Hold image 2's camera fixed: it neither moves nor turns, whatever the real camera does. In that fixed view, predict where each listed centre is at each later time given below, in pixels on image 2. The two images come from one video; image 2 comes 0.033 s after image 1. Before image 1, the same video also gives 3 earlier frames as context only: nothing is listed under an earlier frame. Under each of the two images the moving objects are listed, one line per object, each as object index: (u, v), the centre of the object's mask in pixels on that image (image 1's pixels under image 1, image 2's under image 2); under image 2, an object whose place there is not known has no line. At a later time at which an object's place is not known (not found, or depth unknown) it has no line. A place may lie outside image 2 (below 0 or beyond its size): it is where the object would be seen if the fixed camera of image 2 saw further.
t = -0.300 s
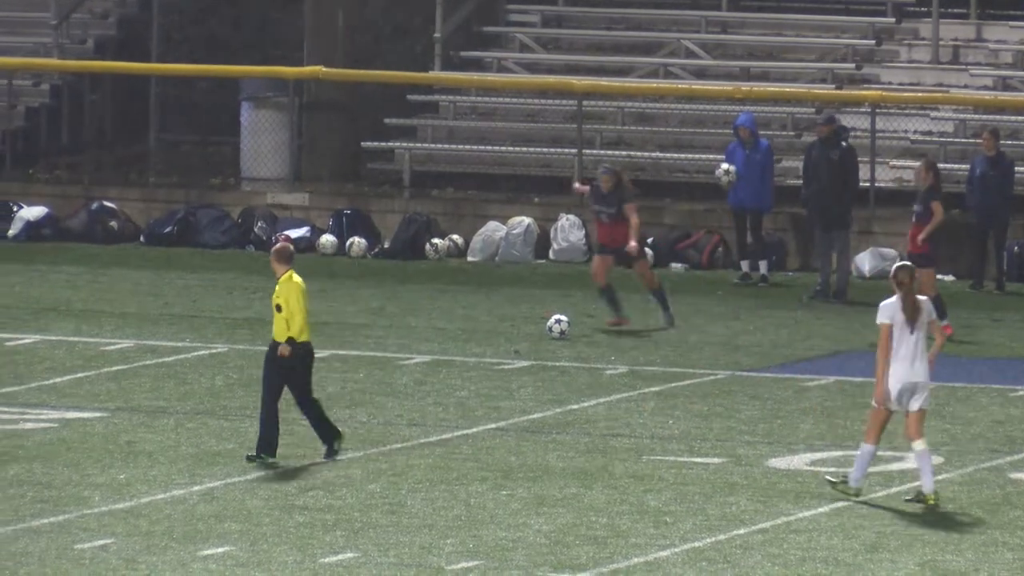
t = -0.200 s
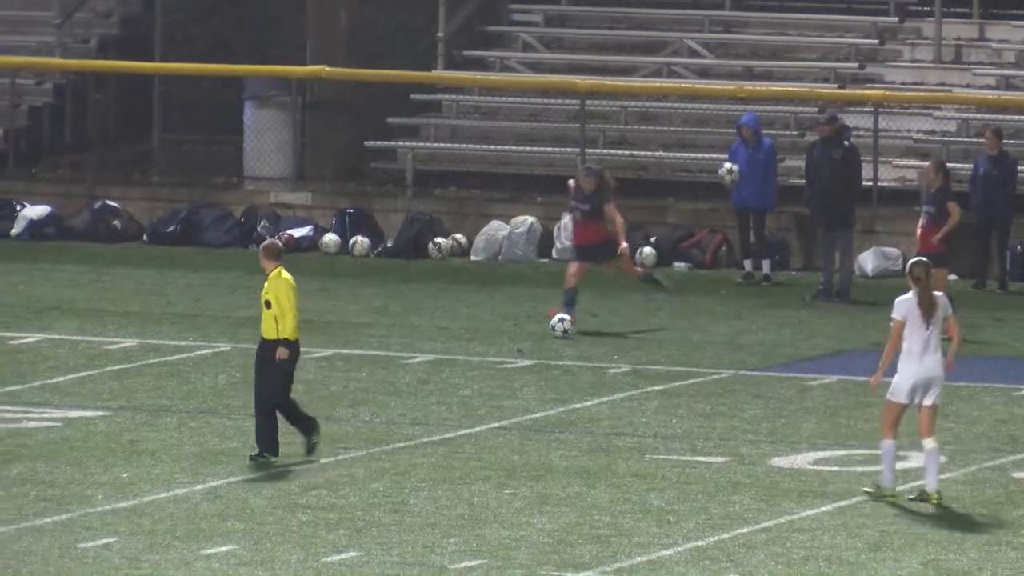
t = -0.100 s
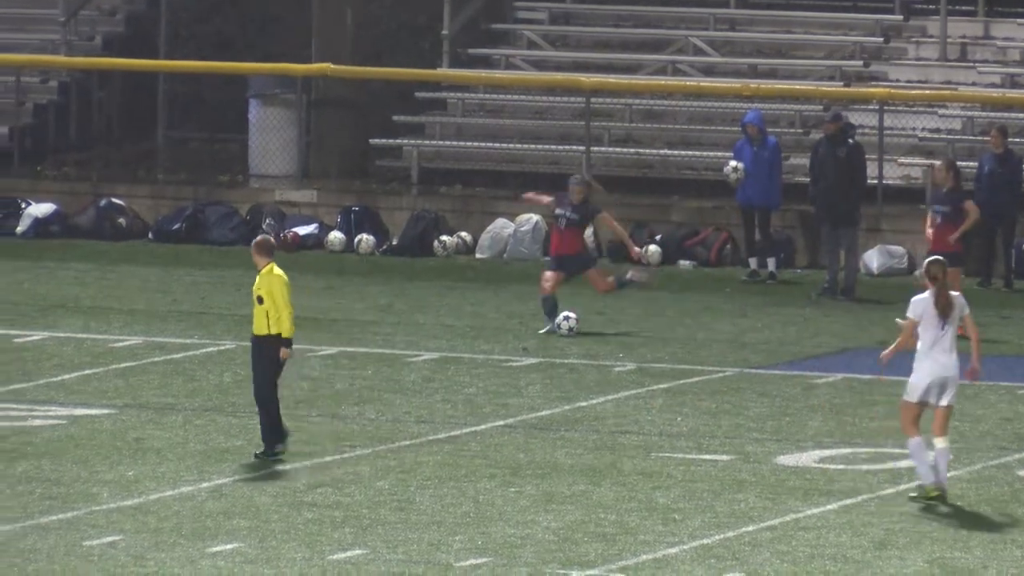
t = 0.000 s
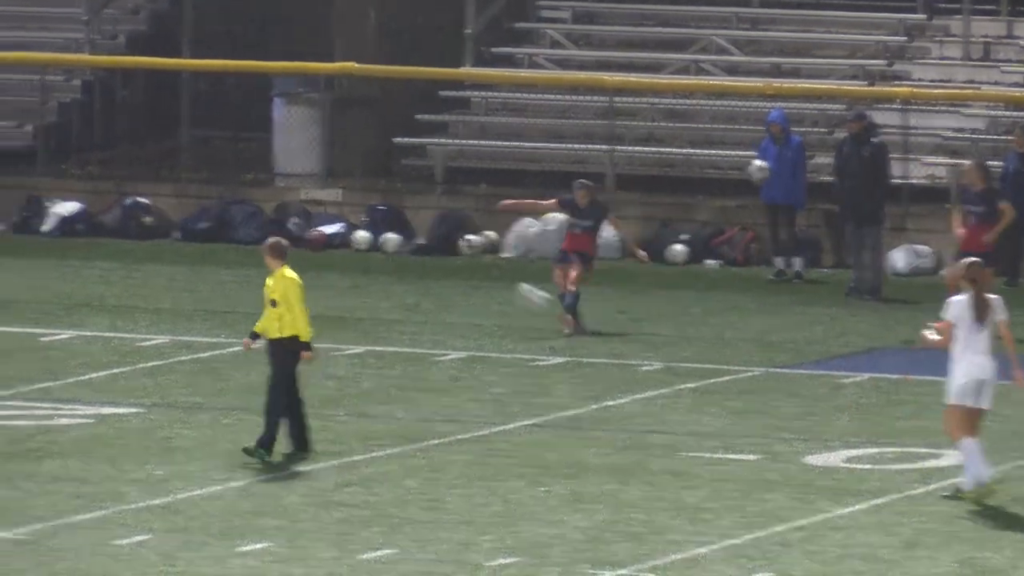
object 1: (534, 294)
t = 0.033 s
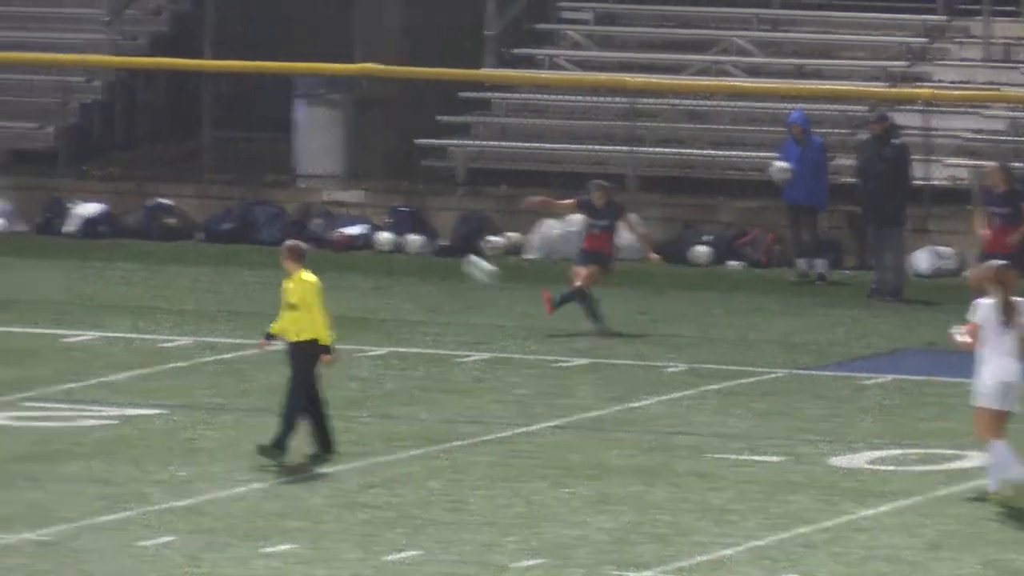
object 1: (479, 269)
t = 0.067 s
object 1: (413, 243)
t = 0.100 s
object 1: (333, 216)
